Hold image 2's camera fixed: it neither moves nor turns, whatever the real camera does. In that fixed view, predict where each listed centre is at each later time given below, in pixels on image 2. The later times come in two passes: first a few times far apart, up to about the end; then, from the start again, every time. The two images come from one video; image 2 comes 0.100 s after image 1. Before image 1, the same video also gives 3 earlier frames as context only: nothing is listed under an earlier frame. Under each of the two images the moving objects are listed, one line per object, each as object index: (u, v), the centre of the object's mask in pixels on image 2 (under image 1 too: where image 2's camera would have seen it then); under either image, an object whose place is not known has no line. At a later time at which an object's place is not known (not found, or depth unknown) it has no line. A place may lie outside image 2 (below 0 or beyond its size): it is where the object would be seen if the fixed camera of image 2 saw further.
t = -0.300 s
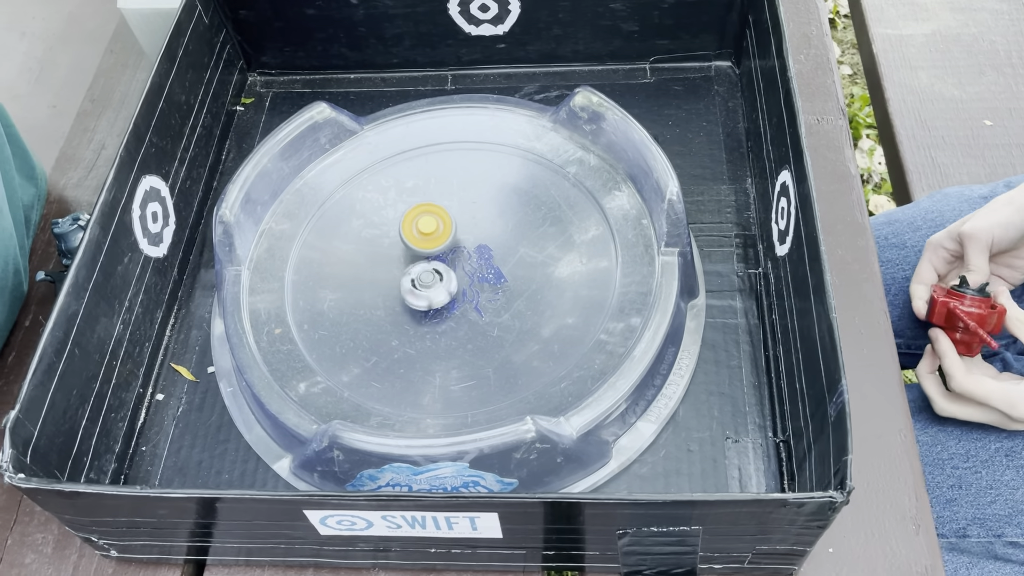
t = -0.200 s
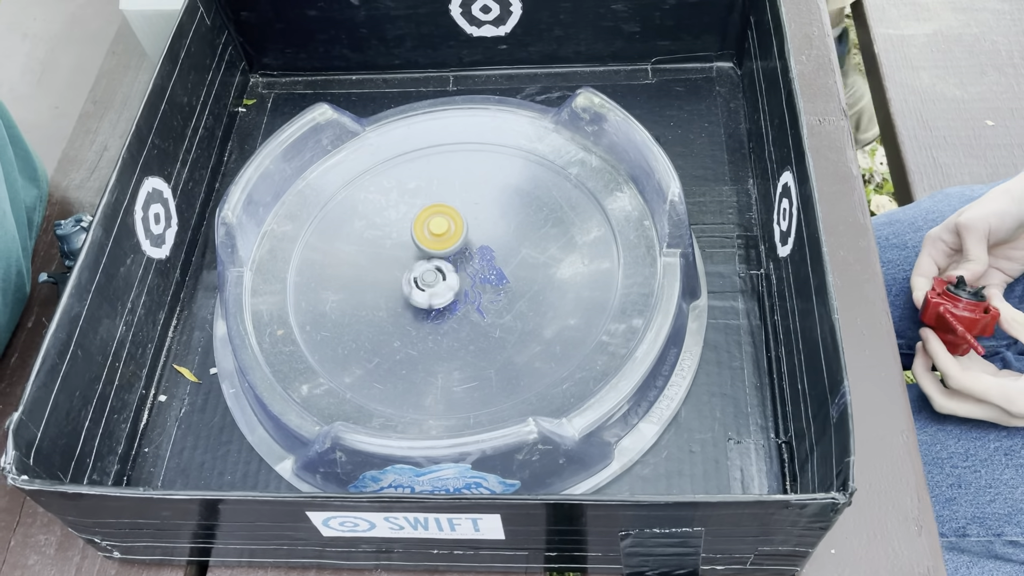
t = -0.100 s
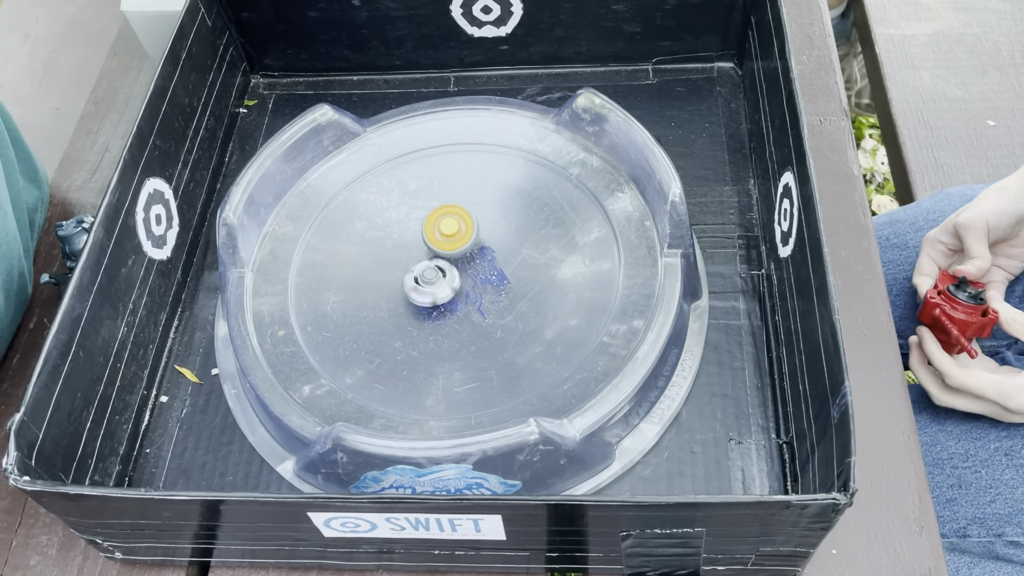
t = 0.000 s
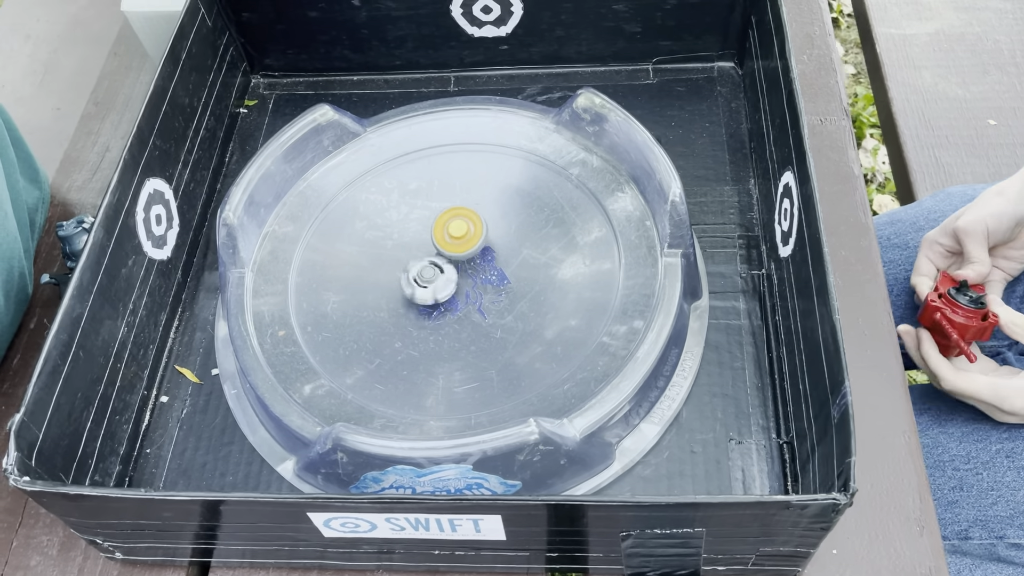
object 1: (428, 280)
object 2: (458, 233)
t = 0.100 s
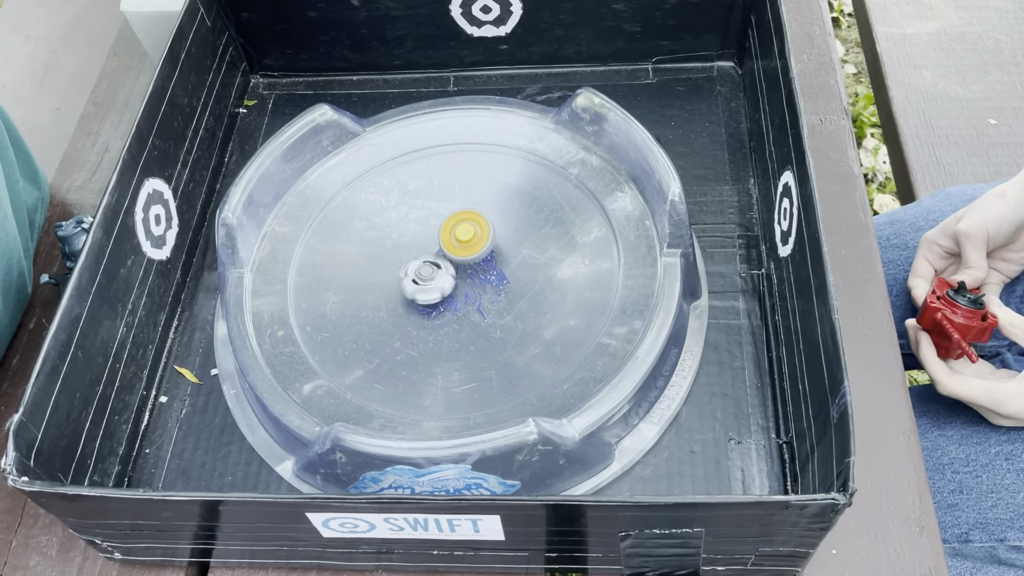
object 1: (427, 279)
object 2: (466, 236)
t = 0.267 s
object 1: (428, 277)
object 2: (477, 246)
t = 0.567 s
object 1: (426, 275)
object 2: (488, 267)
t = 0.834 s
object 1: (428, 270)
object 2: (482, 285)
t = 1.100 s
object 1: (430, 267)
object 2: (464, 299)
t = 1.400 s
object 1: (432, 263)
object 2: (437, 306)
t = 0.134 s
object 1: (427, 279)
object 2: (469, 238)
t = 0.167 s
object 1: (427, 279)
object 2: (471, 240)
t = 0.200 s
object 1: (427, 278)
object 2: (473, 242)
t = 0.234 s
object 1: (428, 277)
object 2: (475, 243)
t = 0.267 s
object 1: (428, 277)
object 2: (477, 246)
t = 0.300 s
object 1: (428, 277)
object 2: (478, 248)
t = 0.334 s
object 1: (428, 276)
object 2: (480, 250)
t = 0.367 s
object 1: (427, 275)
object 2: (482, 252)
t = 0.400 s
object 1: (426, 275)
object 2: (484, 254)
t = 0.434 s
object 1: (426, 275)
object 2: (485, 257)
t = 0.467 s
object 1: (426, 275)
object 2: (486, 259)
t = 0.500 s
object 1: (425, 275)
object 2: (487, 262)
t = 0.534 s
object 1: (426, 275)
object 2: (487, 264)
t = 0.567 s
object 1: (426, 275)
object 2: (488, 267)
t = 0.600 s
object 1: (427, 274)
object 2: (488, 269)
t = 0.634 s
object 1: (428, 274)
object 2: (488, 272)
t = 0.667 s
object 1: (428, 273)
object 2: (487, 274)
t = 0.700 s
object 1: (429, 272)
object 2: (487, 276)
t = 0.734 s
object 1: (429, 272)
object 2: (486, 278)
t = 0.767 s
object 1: (429, 271)
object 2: (485, 281)
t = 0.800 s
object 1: (429, 270)
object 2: (484, 283)
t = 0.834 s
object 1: (428, 270)
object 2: (482, 285)
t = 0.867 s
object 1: (428, 269)
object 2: (481, 287)
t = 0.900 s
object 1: (429, 270)
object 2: (479, 289)
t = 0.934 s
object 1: (428, 270)
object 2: (477, 291)
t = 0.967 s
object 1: (429, 269)
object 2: (474, 293)
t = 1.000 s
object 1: (429, 269)
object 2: (472, 294)
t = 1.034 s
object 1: (430, 269)
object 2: (469, 296)
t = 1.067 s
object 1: (429, 268)
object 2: (466, 298)
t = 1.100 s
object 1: (430, 267)
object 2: (464, 299)
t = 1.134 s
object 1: (430, 266)
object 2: (461, 300)
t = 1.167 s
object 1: (430, 266)
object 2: (458, 301)
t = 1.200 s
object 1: (430, 266)
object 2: (455, 302)
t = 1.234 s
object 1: (431, 266)
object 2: (452, 303)
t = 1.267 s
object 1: (432, 265)
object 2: (449, 304)
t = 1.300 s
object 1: (432, 264)
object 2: (446, 304)
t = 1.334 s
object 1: (433, 264)
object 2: (442, 305)
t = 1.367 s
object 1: (433, 263)
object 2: (440, 306)
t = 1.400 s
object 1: (432, 263)
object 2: (437, 306)
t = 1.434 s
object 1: (433, 263)
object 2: (434, 306)
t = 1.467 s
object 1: (433, 263)
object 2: (430, 305)
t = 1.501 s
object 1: (433, 262)
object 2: (427, 305)
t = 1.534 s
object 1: (434, 262)
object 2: (424, 306)
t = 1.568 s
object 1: (434, 262)
